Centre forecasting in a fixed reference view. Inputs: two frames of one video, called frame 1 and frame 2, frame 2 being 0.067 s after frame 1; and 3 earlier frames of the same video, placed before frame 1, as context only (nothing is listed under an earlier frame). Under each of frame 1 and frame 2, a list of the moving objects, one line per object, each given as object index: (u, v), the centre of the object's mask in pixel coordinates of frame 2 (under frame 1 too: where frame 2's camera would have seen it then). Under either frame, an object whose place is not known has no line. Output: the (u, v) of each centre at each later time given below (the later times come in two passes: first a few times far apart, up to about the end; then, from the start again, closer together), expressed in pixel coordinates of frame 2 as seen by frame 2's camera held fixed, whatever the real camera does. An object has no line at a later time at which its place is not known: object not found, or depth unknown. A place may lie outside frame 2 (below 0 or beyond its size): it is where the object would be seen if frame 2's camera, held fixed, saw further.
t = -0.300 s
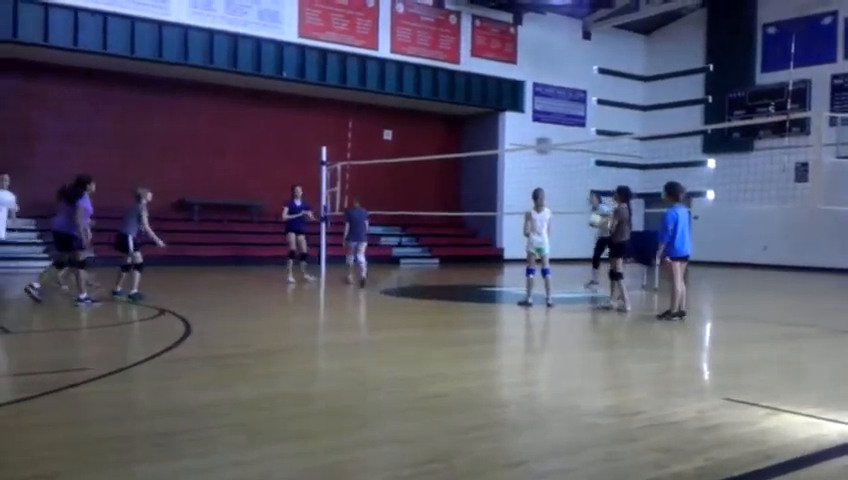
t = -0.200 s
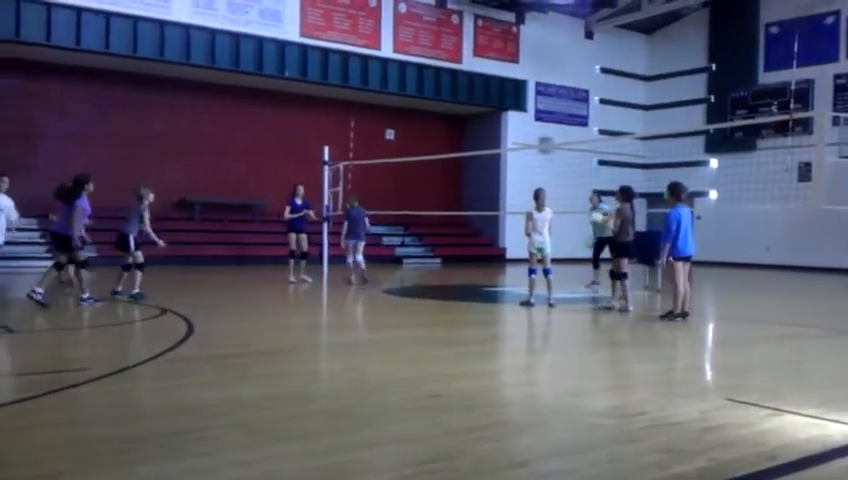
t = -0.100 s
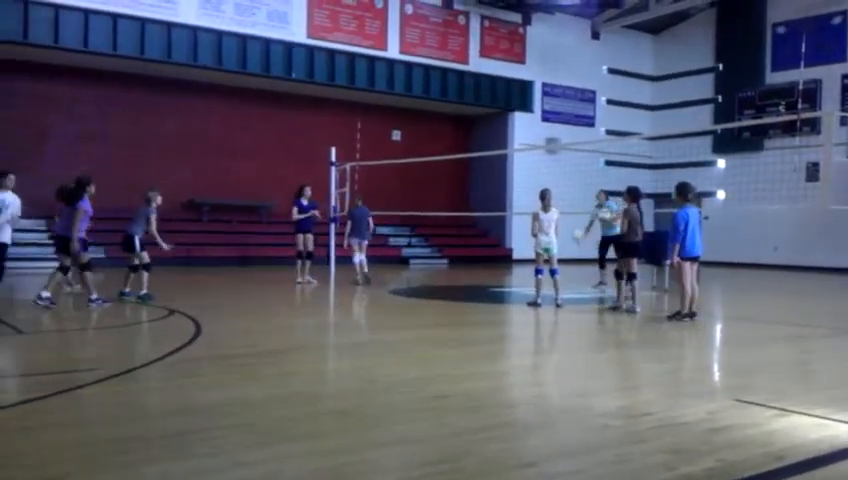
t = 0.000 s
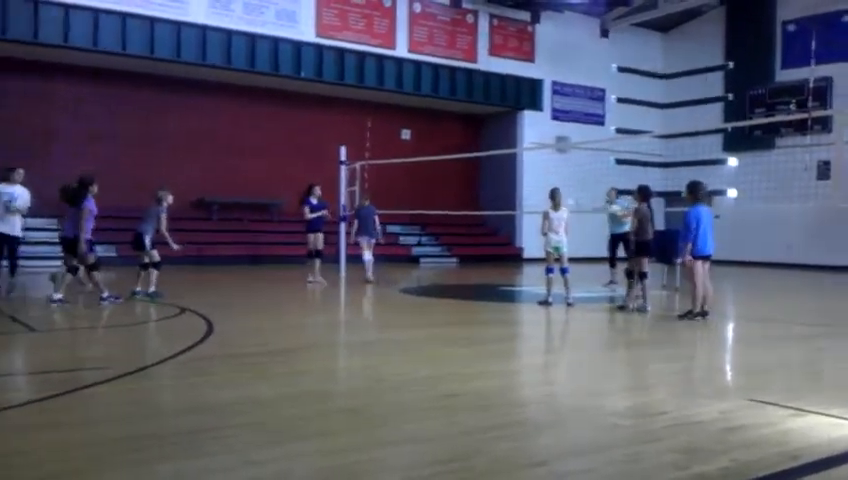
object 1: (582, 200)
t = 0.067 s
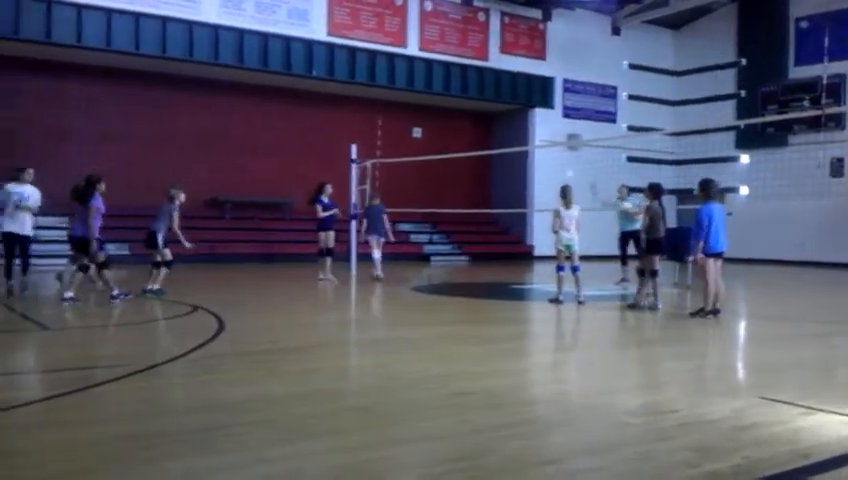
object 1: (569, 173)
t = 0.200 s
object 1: (544, 135)
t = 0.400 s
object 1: (504, 90)
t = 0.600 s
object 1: (462, 68)
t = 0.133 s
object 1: (554, 154)
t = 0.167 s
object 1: (550, 140)
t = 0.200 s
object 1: (544, 135)
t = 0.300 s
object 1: (523, 110)
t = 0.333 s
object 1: (517, 103)
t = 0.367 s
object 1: (510, 96)
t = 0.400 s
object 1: (504, 90)
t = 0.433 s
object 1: (497, 85)
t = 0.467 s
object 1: (490, 80)
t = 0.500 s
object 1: (483, 76)
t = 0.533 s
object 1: (476, 72)
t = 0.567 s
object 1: (469, 70)
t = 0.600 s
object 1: (462, 68)
